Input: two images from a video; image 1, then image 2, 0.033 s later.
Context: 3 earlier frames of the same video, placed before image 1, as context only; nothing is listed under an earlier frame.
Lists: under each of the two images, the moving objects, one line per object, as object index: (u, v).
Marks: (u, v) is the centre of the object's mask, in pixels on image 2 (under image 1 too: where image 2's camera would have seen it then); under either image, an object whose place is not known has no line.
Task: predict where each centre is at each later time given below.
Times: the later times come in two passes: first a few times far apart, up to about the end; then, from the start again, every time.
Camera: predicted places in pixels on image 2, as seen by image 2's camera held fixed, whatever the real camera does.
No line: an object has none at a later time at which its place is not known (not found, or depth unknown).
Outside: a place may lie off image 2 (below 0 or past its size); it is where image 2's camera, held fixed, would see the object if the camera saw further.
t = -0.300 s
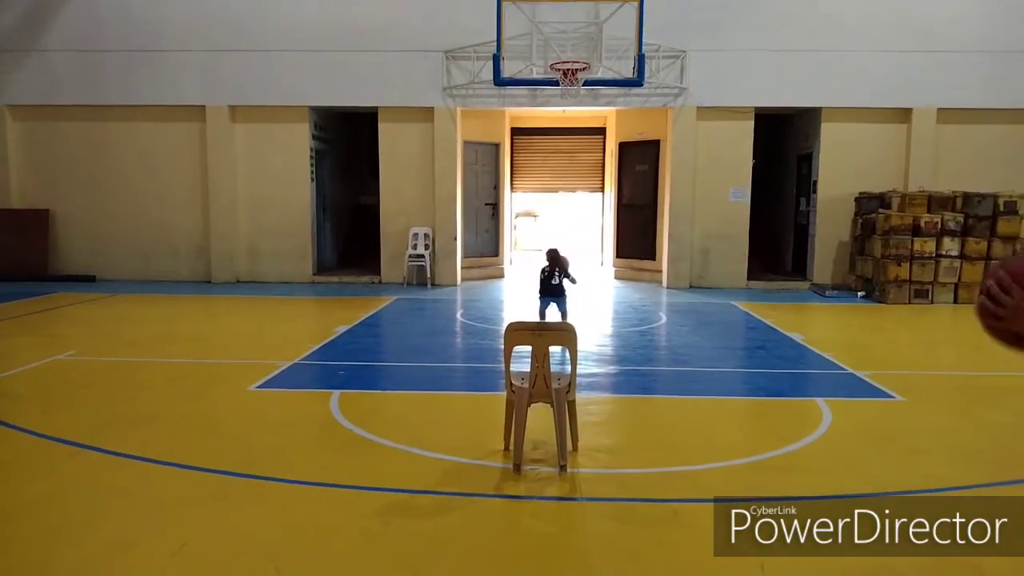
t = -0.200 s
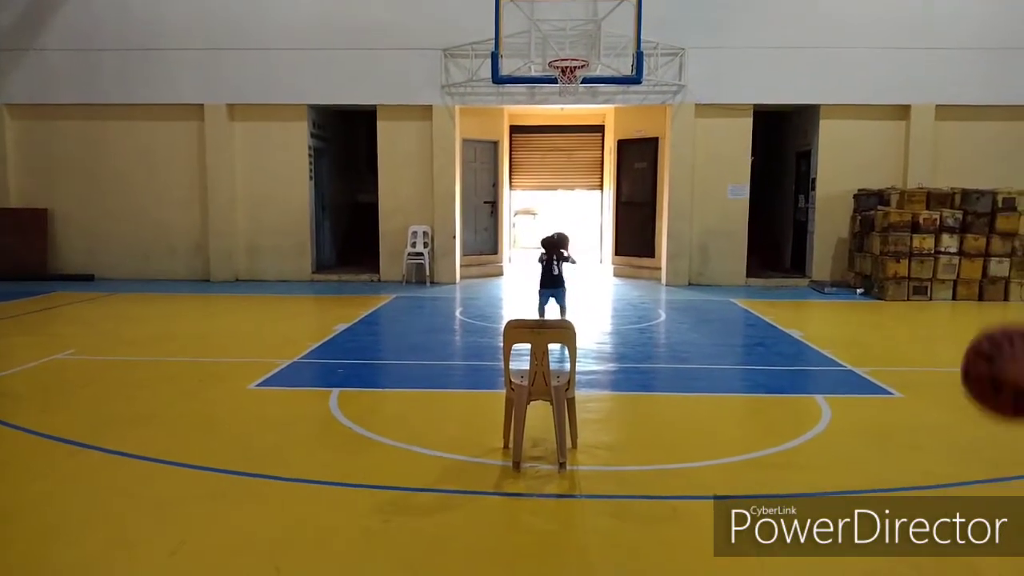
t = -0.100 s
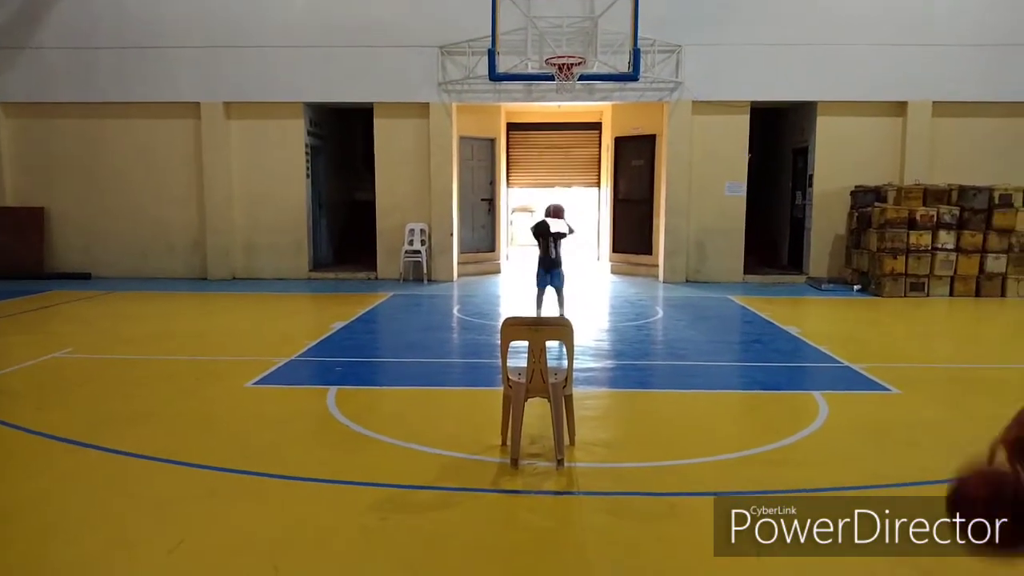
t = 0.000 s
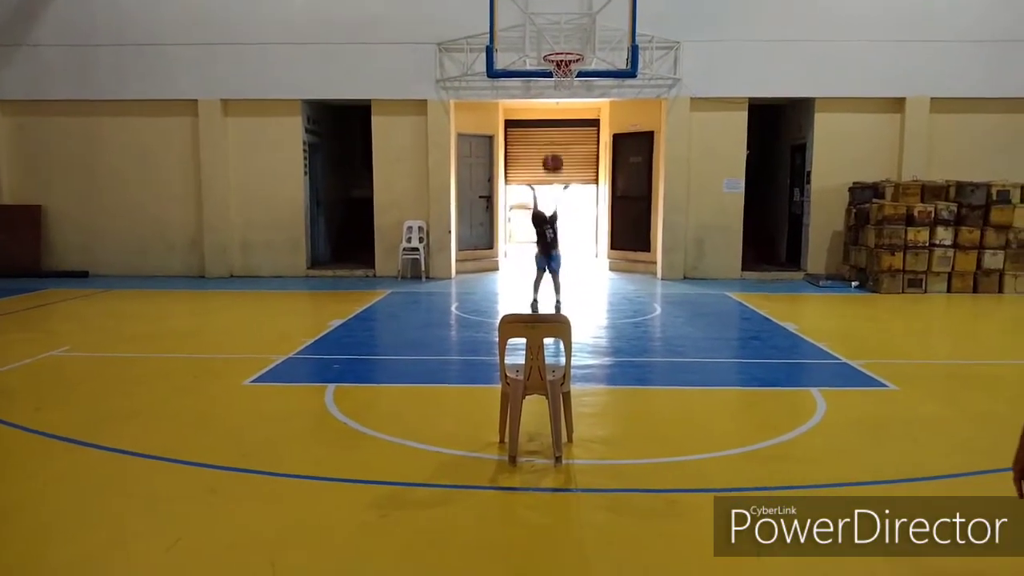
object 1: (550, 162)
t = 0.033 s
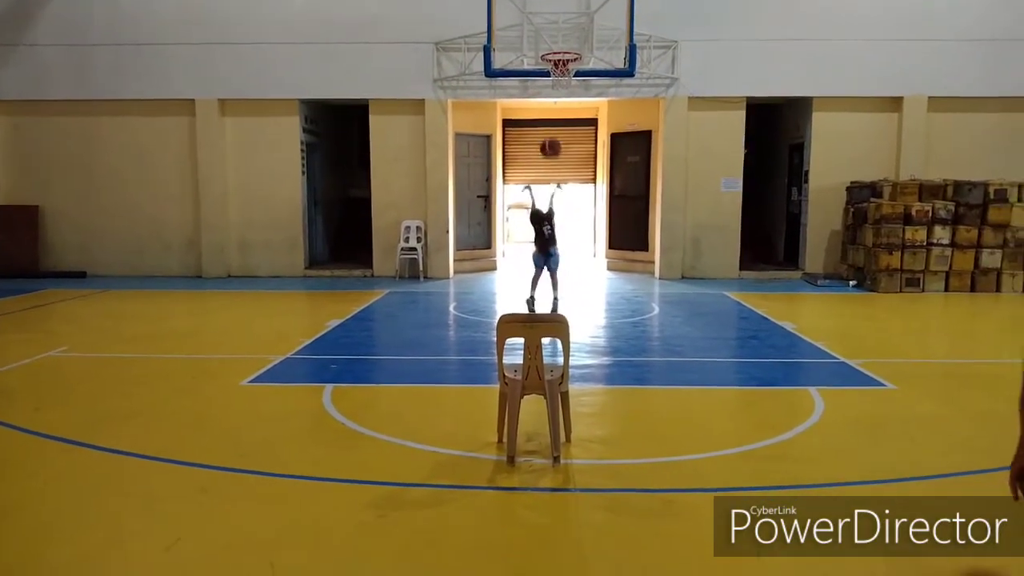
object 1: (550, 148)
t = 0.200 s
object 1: (550, 89)
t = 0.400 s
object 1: (547, 52)
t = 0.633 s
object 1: (545, 56)
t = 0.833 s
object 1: (544, 95)
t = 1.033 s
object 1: (542, 167)
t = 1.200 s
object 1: (541, 244)
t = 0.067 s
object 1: (550, 134)
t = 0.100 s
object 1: (550, 121)
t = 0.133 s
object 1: (550, 110)
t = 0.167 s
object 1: (549, 99)
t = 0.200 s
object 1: (550, 89)
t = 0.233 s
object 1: (549, 80)
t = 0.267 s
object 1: (549, 72)
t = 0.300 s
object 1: (548, 66)
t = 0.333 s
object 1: (548, 60)
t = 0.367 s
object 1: (547, 55)
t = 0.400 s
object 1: (547, 52)
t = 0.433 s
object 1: (547, 50)
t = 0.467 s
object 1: (547, 49)
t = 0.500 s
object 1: (547, 48)
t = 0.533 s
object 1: (547, 48)
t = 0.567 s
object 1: (547, 50)
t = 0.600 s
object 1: (546, 52)
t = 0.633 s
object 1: (545, 56)
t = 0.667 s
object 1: (545, 60)
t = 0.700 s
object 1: (545, 65)
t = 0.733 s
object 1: (546, 72)
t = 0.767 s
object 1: (545, 79)
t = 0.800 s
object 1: (544, 87)
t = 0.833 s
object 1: (544, 95)
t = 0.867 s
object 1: (544, 105)
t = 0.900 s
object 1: (544, 116)
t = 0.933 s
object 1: (544, 128)
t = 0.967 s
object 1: (543, 140)
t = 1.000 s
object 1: (543, 152)
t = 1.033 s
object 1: (542, 167)
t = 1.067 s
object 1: (543, 180)
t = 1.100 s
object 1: (542, 195)
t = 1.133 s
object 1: (542, 211)
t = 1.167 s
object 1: (542, 227)
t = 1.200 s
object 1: (541, 244)
